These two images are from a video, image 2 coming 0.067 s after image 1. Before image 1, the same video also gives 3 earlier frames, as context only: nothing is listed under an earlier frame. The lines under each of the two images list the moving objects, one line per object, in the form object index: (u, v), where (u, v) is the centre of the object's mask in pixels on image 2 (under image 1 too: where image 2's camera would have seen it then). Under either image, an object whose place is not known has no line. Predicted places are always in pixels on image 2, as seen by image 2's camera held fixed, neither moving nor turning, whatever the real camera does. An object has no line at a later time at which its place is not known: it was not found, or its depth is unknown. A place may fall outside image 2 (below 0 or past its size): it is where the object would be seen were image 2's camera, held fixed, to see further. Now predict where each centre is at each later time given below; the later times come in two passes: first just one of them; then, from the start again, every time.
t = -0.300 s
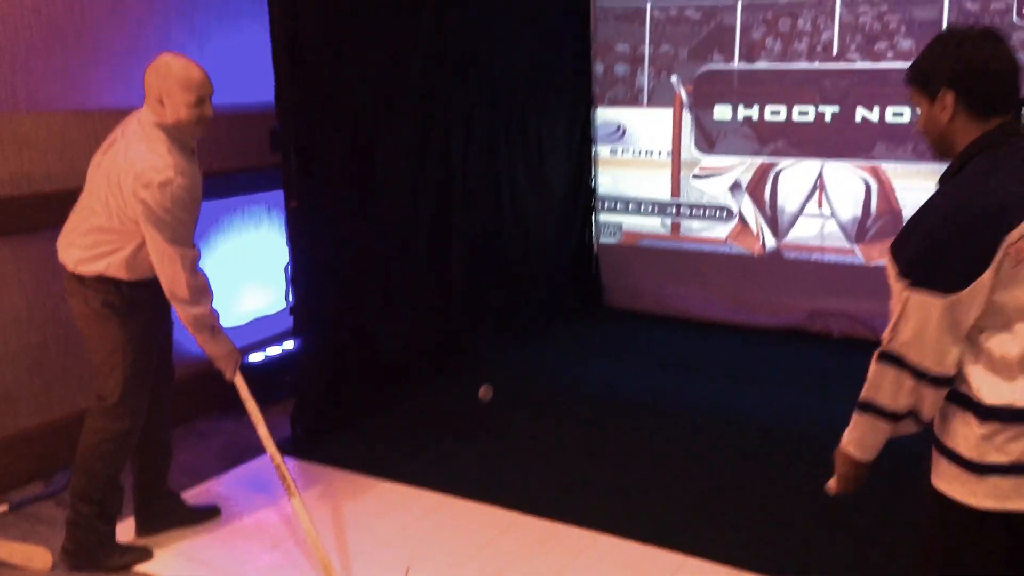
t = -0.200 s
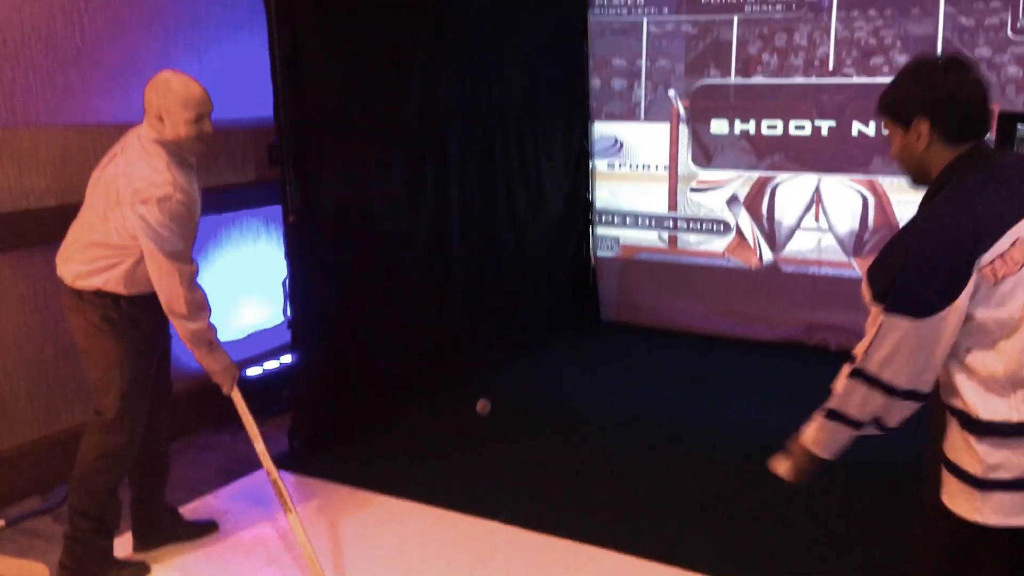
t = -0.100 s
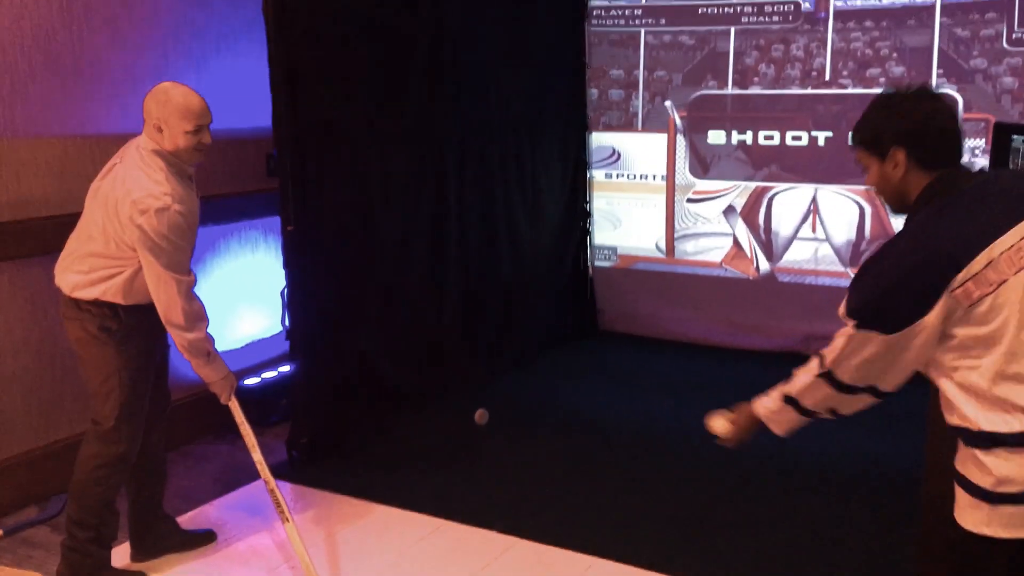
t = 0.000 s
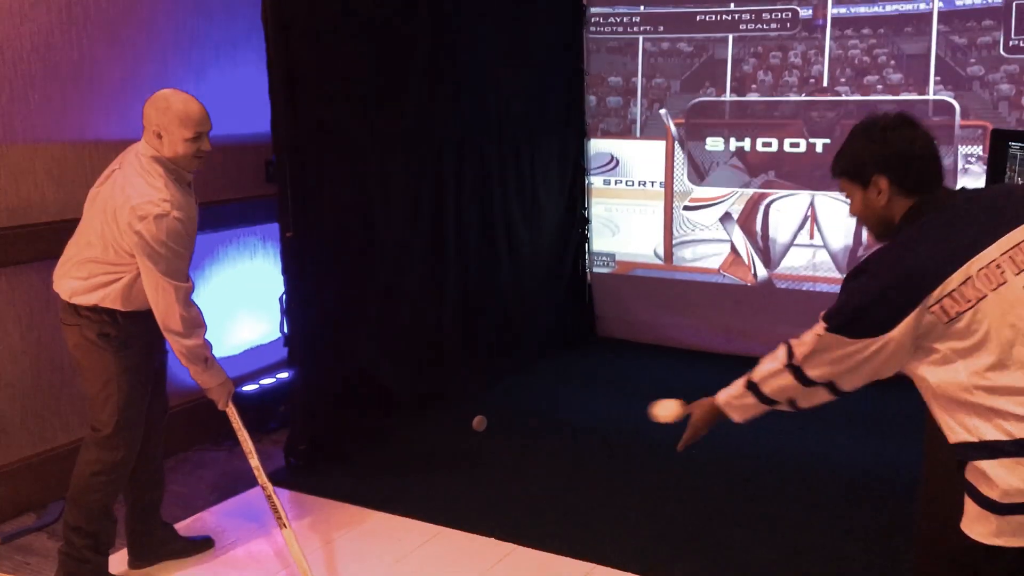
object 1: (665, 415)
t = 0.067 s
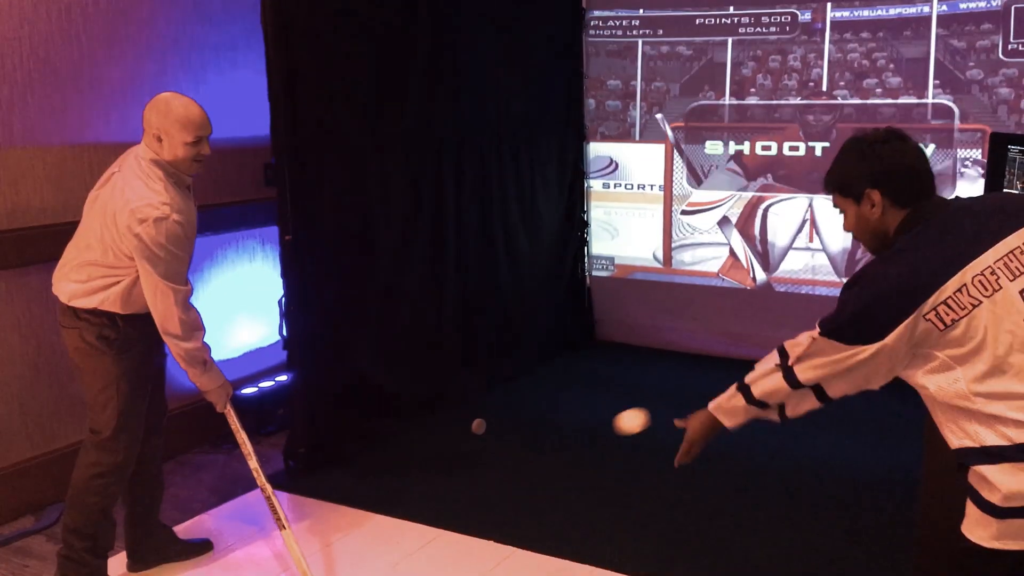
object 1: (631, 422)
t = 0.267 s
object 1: (539, 528)
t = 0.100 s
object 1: (615, 431)
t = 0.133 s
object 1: (598, 444)
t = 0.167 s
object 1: (583, 460)
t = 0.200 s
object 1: (568, 480)
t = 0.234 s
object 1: (553, 502)
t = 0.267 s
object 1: (539, 528)
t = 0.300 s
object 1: (527, 551)
